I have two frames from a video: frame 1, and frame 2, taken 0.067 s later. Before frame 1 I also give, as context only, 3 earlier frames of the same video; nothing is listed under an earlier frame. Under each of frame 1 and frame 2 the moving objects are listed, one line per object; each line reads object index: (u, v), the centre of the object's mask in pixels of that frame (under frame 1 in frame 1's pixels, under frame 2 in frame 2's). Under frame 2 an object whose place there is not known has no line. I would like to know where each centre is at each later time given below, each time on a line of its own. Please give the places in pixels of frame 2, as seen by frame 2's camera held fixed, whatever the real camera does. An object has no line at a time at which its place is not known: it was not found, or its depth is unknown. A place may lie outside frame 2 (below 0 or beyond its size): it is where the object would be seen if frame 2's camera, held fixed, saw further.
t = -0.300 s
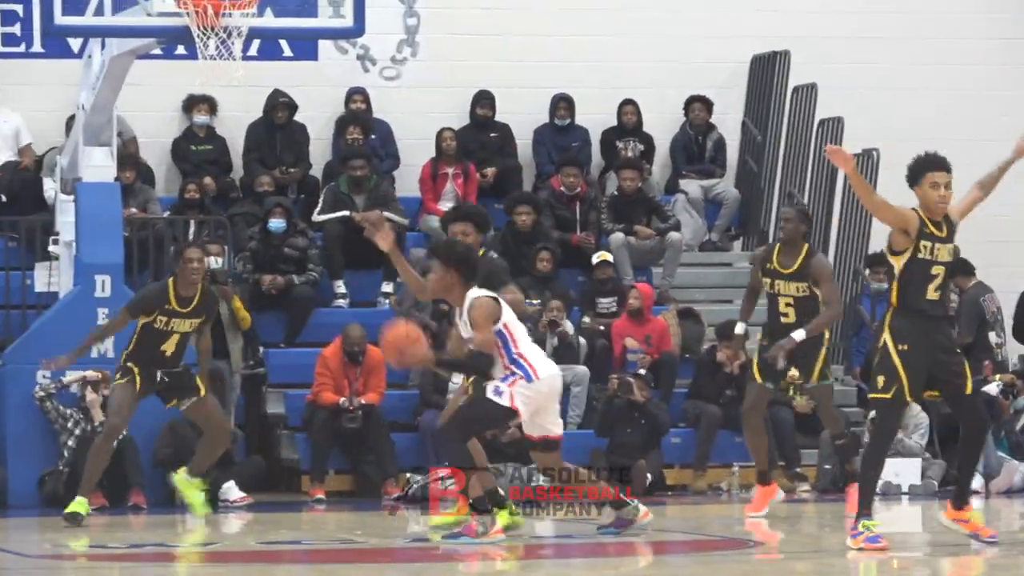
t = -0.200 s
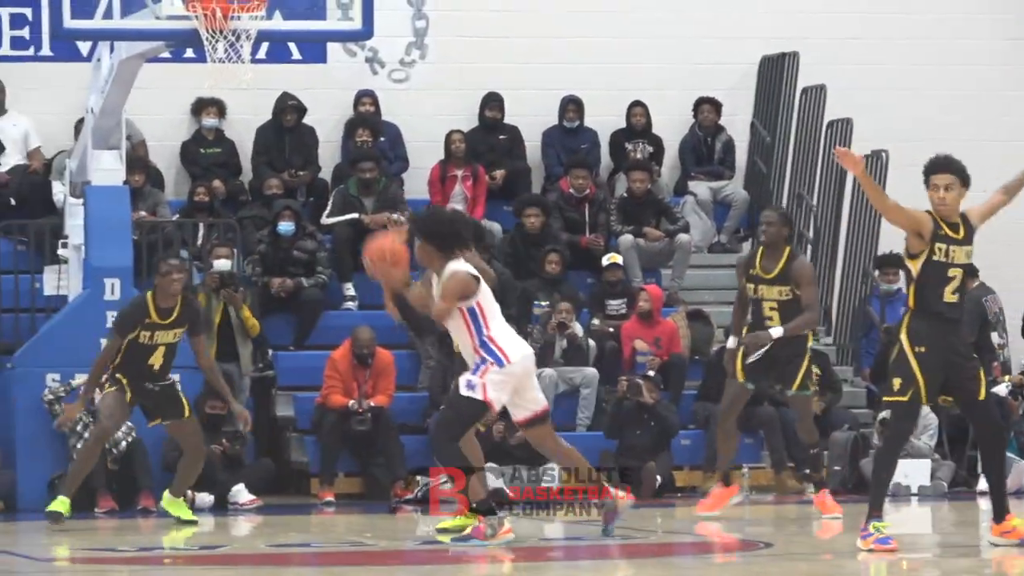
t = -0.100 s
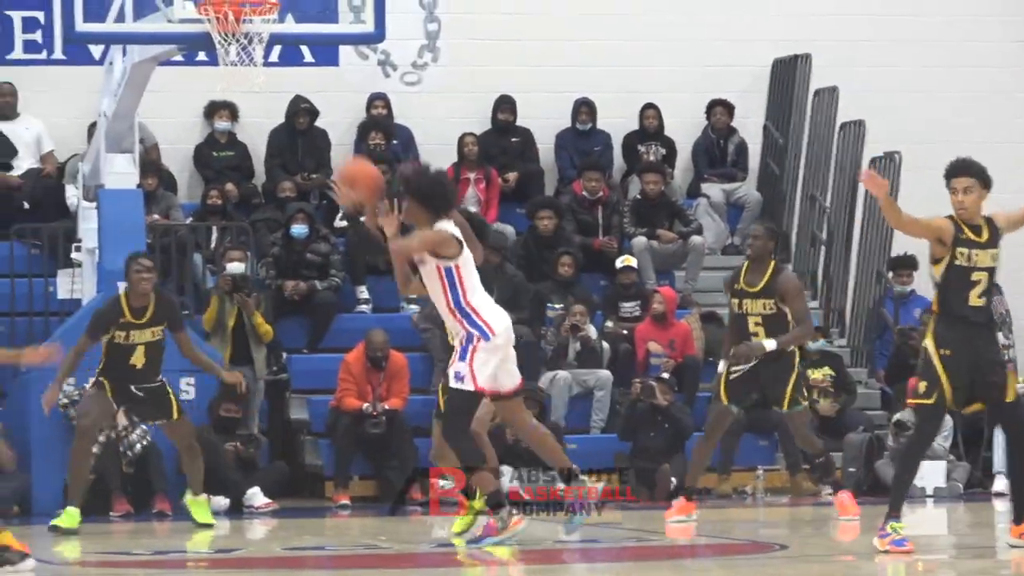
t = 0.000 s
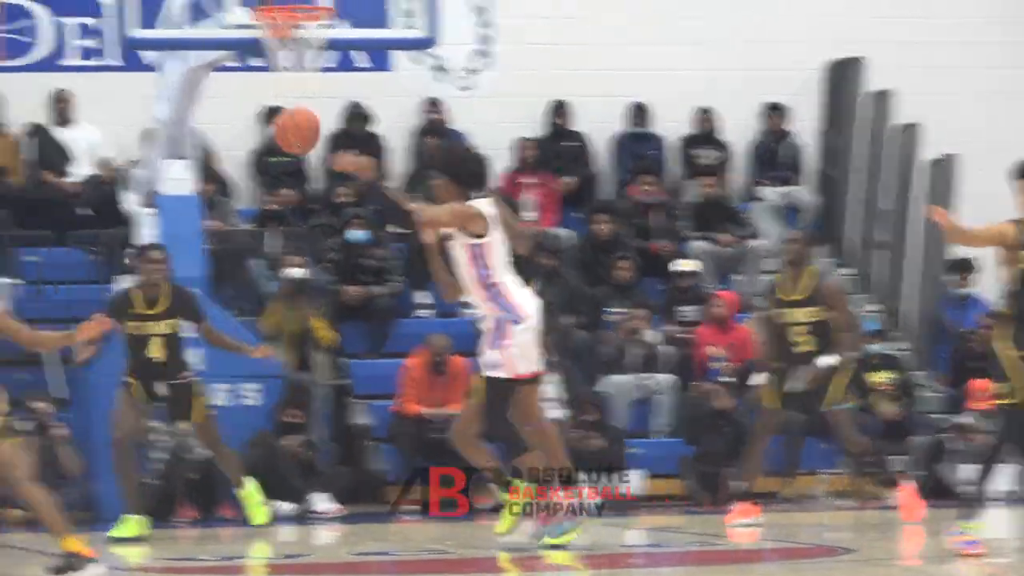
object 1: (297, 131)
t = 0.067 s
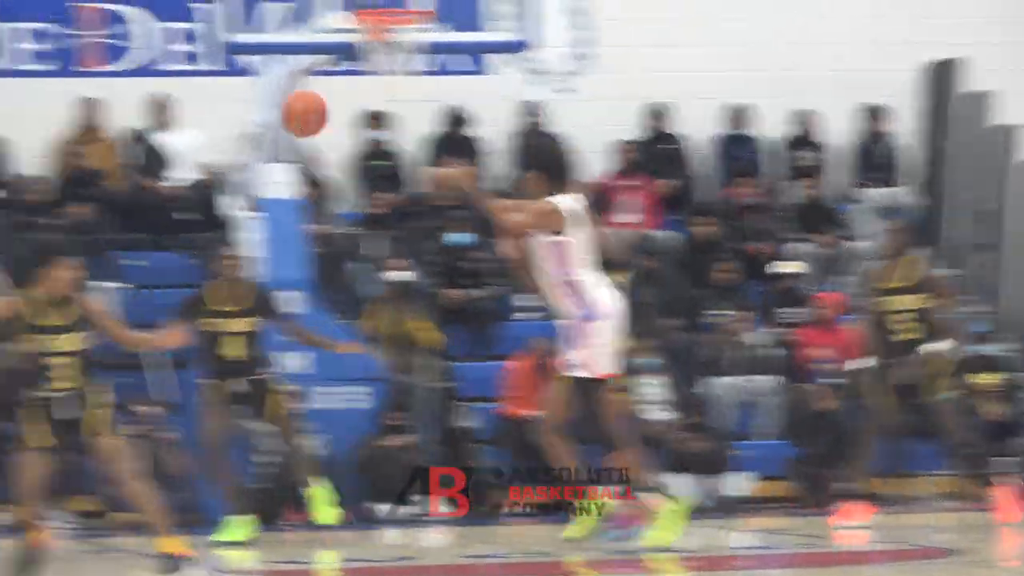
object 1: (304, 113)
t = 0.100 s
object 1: (259, 106)
